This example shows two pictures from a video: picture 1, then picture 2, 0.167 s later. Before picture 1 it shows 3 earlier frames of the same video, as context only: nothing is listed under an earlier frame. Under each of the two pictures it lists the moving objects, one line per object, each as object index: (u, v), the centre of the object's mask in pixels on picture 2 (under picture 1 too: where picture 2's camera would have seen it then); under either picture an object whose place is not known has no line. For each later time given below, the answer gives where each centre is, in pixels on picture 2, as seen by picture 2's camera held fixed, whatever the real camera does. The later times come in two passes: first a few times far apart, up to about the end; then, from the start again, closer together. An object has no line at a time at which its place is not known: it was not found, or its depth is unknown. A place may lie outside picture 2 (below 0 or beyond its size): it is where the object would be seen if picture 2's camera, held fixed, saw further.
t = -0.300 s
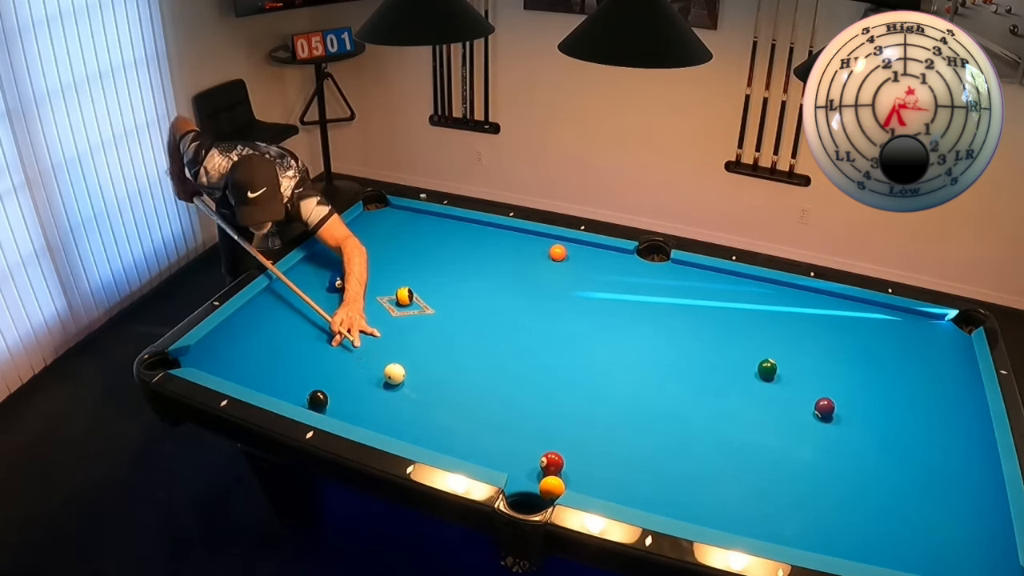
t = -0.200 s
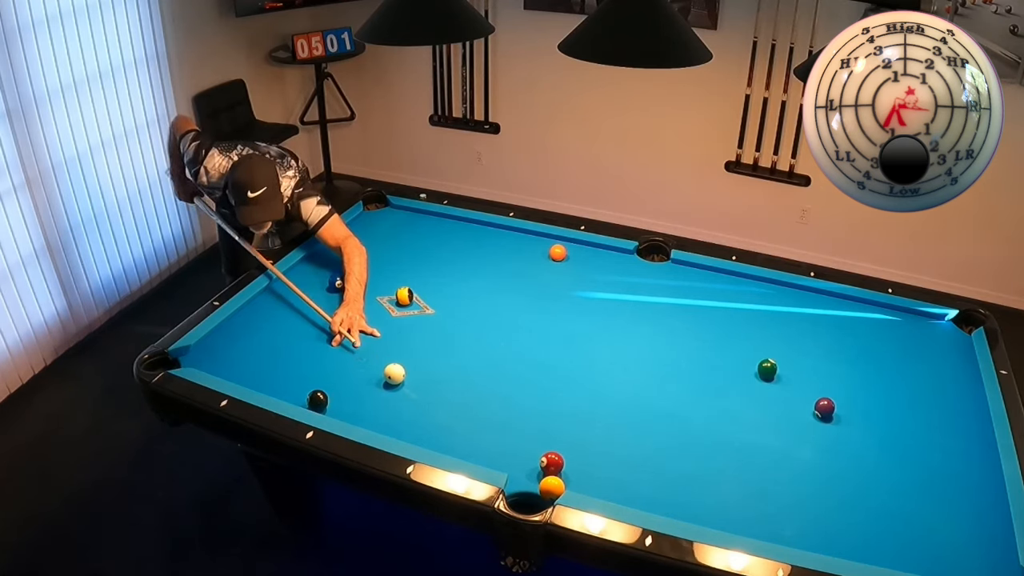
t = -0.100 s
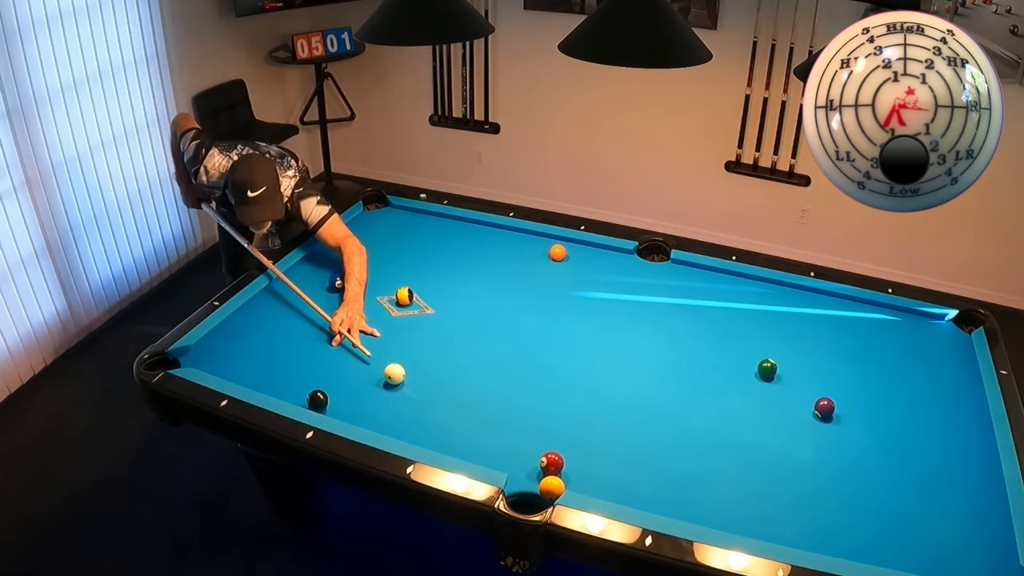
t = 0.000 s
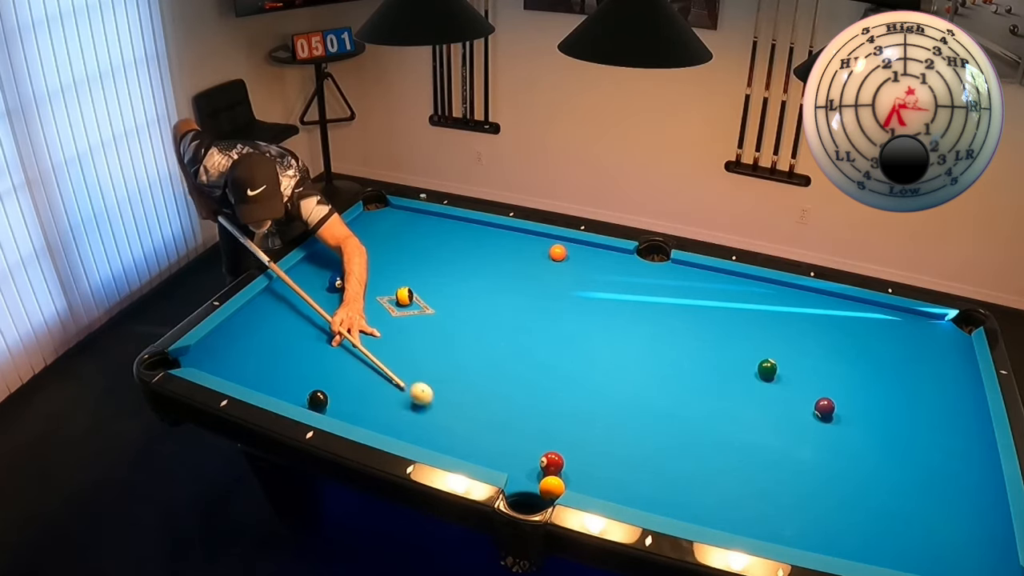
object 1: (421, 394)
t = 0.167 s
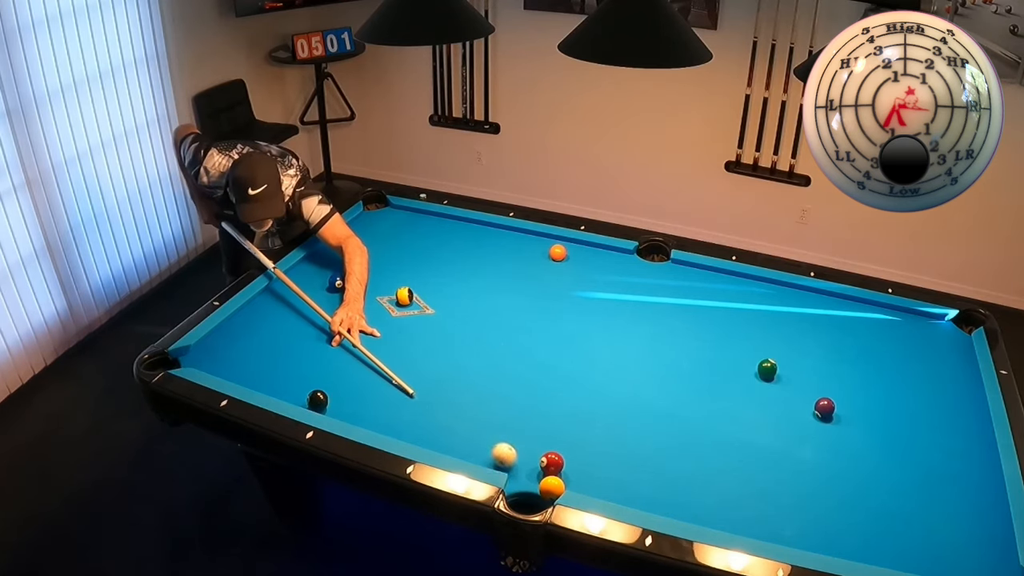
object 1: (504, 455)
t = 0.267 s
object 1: (525, 472)
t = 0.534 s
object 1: (462, 443)
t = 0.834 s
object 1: (406, 415)
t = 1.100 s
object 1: (362, 393)
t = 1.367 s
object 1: (324, 373)
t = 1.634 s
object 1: (291, 356)
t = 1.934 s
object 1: (258, 338)
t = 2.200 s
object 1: (232, 324)
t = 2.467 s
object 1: (245, 325)
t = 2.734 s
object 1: (262, 327)
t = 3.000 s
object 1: (277, 329)
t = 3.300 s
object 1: (292, 331)
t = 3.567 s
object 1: (304, 332)
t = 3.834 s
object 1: (314, 334)
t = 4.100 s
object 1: (322, 335)
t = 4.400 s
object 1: (329, 335)
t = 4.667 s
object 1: (334, 336)
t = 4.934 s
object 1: (336, 336)
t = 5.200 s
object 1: (337, 337)
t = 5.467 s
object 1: (336, 337)
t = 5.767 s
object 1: (336, 336)
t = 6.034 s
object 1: (336, 336)
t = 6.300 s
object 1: (336, 336)
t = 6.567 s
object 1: (336, 337)
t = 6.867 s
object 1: (337, 336)
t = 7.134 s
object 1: (337, 336)
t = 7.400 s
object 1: (336, 336)
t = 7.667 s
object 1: (336, 336)
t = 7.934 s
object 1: (336, 336)
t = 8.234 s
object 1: (336, 336)
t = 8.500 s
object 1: (337, 336)
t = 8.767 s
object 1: (336, 336)
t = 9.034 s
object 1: (336, 336)
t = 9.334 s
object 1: (336, 337)
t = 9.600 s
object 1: (335, 337)
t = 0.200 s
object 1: (520, 466)
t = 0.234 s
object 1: (532, 476)
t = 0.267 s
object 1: (525, 472)
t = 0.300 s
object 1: (515, 467)
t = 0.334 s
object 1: (506, 462)
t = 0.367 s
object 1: (498, 459)
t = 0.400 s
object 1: (490, 456)
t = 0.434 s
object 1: (483, 453)
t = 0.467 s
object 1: (476, 450)
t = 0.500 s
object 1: (469, 446)
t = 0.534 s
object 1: (462, 443)
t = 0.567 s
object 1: (456, 439)
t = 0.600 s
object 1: (449, 436)
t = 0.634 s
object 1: (443, 433)
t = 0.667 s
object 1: (436, 430)
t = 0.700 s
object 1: (430, 427)
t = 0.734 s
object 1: (424, 424)
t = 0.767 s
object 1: (418, 421)
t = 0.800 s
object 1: (412, 418)
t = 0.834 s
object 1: (406, 415)
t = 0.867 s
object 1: (400, 412)
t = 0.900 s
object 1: (395, 409)
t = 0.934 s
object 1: (389, 406)
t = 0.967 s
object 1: (384, 403)
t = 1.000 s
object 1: (378, 401)
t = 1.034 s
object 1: (373, 398)
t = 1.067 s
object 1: (368, 395)
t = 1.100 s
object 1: (362, 393)
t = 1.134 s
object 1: (357, 390)
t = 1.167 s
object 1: (352, 388)
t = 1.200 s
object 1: (348, 385)
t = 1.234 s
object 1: (343, 382)
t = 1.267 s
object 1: (338, 380)
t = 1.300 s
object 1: (333, 378)
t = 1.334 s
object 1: (329, 375)
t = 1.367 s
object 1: (324, 373)
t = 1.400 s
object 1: (320, 371)
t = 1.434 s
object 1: (316, 368)
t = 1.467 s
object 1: (311, 366)
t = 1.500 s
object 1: (307, 364)
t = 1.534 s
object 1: (303, 362)
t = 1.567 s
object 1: (299, 359)
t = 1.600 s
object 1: (294, 357)
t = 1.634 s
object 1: (291, 356)
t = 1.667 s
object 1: (287, 353)
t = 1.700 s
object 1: (283, 351)
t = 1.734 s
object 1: (279, 349)
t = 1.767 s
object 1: (275, 347)
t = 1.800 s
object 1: (272, 346)
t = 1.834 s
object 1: (268, 344)
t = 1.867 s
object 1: (265, 342)
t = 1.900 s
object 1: (261, 340)
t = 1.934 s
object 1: (258, 338)
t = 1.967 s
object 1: (254, 336)
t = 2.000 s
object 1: (251, 335)
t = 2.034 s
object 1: (248, 333)
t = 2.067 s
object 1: (244, 331)
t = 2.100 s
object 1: (241, 329)
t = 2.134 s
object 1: (238, 328)
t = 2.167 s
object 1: (235, 326)
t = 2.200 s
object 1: (232, 324)
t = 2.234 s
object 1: (229, 323)
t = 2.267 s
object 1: (232, 323)
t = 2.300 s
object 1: (234, 323)
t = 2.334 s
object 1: (236, 324)
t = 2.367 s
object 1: (239, 324)
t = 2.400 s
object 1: (241, 324)
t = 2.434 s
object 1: (243, 325)
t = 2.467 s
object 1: (245, 325)
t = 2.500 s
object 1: (247, 325)
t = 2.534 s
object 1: (249, 325)
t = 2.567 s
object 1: (252, 326)
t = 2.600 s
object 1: (253, 326)
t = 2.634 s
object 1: (256, 326)
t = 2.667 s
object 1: (258, 327)
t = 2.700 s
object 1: (260, 327)
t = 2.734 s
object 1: (262, 327)
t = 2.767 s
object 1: (264, 328)
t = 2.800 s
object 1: (266, 328)
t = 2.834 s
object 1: (268, 328)
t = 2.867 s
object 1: (269, 328)
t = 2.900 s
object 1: (271, 329)
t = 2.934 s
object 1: (273, 329)
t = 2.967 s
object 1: (275, 329)
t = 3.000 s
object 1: (277, 329)
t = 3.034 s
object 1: (279, 330)
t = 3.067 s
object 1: (281, 330)
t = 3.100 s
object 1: (282, 330)
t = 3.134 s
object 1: (284, 330)
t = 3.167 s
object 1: (286, 330)
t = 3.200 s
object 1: (287, 331)
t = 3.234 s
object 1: (289, 331)
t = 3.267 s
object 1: (291, 331)
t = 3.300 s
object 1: (292, 331)
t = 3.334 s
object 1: (294, 331)
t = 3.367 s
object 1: (295, 332)
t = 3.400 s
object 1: (297, 332)
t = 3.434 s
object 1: (298, 332)
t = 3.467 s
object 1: (300, 332)
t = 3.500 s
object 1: (301, 332)
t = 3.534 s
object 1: (303, 332)
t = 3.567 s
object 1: (304, 332)
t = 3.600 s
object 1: (306, 333)
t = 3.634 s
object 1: (307, 333)
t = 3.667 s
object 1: (308, 333)
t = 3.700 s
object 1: (310, 333)
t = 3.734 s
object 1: (311, 333)
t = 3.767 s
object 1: (312, 333)
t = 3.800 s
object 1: (313, 333)
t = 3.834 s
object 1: (314, 334)
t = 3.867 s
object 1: (315, 334)
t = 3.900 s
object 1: (316, 334)
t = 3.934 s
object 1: (317, 334)
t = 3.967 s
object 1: (318, 334)
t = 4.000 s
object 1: (319, 334)
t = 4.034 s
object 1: (320, 334)
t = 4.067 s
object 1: (321, 335)
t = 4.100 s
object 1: (322, 335)
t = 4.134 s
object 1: (323, 335)
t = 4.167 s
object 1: (324, 335)
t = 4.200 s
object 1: (325, 335)
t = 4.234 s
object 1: (326, 335)
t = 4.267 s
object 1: (326, 335)
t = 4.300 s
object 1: (327, 335)
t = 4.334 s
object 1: (328, 335)
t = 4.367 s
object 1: (329, 335)
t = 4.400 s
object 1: (329, 335)
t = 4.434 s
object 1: (330, 336)
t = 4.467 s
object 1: (330, 336)
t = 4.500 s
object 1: (331, 336)
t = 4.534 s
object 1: (332, 336)
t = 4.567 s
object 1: (332, 336)
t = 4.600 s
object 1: (333, 336)
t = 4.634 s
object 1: (333, 336)
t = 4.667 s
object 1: (334, 336)
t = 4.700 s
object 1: (334, 336)
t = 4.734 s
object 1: (334, 336)
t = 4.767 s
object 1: (335, 336)
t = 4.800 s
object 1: (335, 336)
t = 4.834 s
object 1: (335, 337)
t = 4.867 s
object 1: (336, 336)
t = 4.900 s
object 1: (336, 336)
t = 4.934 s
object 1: (336, 336)
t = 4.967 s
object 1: (336, 336)
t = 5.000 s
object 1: (337, 336)
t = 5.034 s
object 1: (337, 337)
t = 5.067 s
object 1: (337, 336)
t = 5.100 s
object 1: (337, 337)
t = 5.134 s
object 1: (337, 337)
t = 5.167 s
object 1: (337, 337)
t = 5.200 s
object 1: (337, 337)
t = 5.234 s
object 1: (337, 337)
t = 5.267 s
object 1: (337, 337)
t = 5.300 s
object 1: (337, 337)
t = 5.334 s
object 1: (336, 337)
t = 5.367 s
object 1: (337, 337)
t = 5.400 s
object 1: (336, 337)
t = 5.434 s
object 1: (336, 336)
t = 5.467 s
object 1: (336, 337)
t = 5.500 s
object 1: (336, 337)
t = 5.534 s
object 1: (336, 336)
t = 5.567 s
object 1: (337, 336)
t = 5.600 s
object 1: (337, 336)
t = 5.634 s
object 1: (336, 337)
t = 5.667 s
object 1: (337, 336)
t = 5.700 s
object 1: (337, 336)
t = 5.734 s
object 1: (337, 336)
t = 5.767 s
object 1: (336, 336)
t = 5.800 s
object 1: (336, 336)
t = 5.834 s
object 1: (336, 336)
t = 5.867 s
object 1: (337, 336)
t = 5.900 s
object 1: (336, 336)
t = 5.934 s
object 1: (336, 336)
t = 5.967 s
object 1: (336, 336)
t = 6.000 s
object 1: (336, 336)
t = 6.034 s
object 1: (336, 336)
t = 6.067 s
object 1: (336, 336)
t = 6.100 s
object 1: (336, 336)
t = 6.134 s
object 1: (336, 336)
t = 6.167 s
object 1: (336, 336)
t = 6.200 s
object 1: (336, 336)
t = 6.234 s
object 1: (336, 336)
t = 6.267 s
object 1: (336, 336)
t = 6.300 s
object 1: (336, 336)
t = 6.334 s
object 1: (336, 337)
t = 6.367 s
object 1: (336, 336)
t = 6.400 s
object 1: (336, 337)
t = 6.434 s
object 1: (336, 336)
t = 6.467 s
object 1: (336, 337)
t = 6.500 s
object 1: (336, 336)
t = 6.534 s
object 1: (336, 337)
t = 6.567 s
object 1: (336, 337)
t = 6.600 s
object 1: (336, 337)
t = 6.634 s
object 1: (336, 337)
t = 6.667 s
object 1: (336, 337)
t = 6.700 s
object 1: (337, 336)
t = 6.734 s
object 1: (336, 337)
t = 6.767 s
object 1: (336, 337)
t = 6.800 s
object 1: (337, 336)
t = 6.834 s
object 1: (336, 337)
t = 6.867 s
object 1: (337, 336)
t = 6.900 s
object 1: (336, 336)
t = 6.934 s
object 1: (337, 336)
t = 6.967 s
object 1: (337, 336)
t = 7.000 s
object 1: (336, 336)
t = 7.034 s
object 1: (336, 336)
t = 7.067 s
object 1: (337, 336)
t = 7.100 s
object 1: (336, 336)
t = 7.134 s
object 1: (337, 336)
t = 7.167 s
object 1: (337, 336)
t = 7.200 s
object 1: (336, 336)
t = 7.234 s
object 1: (336, 336)
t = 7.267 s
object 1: (337, 336)
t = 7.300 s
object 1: (336, 336)
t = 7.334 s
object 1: (336, 336)
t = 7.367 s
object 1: (336, 336)
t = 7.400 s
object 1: (336, 336)
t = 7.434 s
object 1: (336, 336)
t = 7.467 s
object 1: (337, 336)
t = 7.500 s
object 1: (336, 336)
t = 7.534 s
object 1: (336, 336)
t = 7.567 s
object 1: (336, 336)
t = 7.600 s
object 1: (336, 336)
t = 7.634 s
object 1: (336, 336)
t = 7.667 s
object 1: (336, 336)
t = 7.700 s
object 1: (336, 336)
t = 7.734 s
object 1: (336, 336)
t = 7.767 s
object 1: (336, 336)
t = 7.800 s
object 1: (336, 336)
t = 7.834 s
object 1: (336, 336)
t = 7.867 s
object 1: (336, 336)
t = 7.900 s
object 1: (337, 336)
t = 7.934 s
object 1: (336, 336)
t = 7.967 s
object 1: (337, 336)
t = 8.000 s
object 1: (337, 336)
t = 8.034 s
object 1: (336, 336)
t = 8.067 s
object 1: (336, 336)
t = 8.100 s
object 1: (336, 336)
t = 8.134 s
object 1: (336, 336)
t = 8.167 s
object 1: (337, 336)
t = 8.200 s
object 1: (336, 336)
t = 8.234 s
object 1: (336, 336)
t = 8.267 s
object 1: (336, 336)
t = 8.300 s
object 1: (336, 336)
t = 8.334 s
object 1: (336, 336)
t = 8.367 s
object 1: (336, 336)
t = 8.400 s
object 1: (336, 336)
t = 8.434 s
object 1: (336, 336)
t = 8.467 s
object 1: (336, 336)
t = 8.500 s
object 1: (337, 336)
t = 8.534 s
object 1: (336, 336)
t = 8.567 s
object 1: (336, 336)
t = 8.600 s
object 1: (336, 336)
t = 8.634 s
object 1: (336, 336)
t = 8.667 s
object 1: (336, 336)
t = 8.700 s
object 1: (336, 336)
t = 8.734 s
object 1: (336, 336)
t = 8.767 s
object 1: (336, 336)
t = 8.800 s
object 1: (336, 336)
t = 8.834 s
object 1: (336, 336)
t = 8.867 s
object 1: (336, 336)
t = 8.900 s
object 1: (336, 336)
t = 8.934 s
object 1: (336, 336)
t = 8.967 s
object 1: (336, 336)
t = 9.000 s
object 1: (336, 336)
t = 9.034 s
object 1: (336, 336)
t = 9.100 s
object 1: (336, 337)
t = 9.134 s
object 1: (336, 337)
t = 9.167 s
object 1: (336, 337)
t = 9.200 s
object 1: (336, 337)
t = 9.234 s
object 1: (336, 337)
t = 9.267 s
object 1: (336, 337)
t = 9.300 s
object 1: (336, 337)
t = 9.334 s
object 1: (336, 337)
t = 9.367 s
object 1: (336, 337)
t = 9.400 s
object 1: (336, 337)
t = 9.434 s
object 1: (336, 337)
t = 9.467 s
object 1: (336, 337)
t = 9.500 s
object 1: (336, 337)
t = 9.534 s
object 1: (336, 337)
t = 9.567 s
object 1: (336, 337)
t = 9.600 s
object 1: (335, 337)
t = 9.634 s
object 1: (335, 337)
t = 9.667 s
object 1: (335, 337)
